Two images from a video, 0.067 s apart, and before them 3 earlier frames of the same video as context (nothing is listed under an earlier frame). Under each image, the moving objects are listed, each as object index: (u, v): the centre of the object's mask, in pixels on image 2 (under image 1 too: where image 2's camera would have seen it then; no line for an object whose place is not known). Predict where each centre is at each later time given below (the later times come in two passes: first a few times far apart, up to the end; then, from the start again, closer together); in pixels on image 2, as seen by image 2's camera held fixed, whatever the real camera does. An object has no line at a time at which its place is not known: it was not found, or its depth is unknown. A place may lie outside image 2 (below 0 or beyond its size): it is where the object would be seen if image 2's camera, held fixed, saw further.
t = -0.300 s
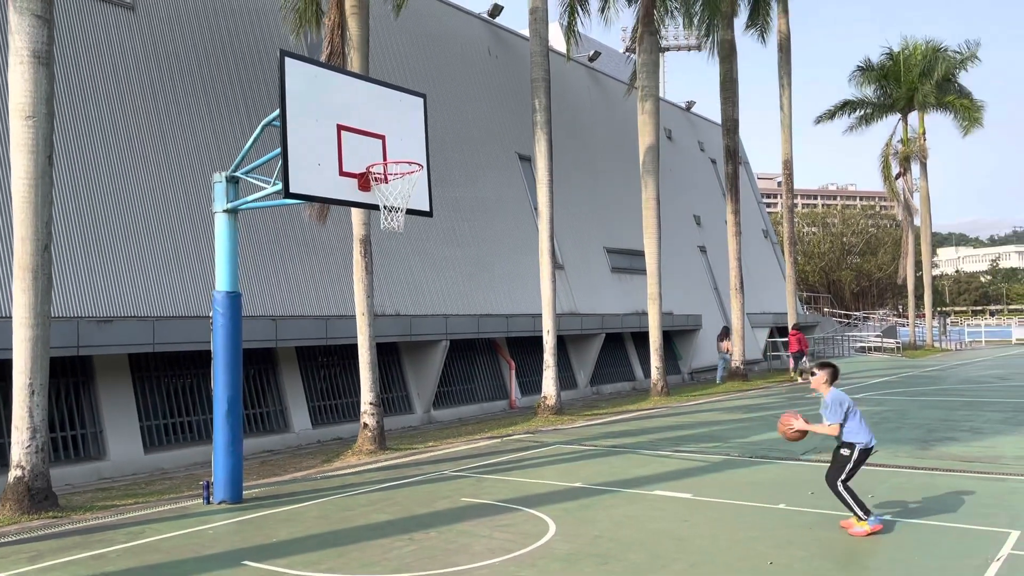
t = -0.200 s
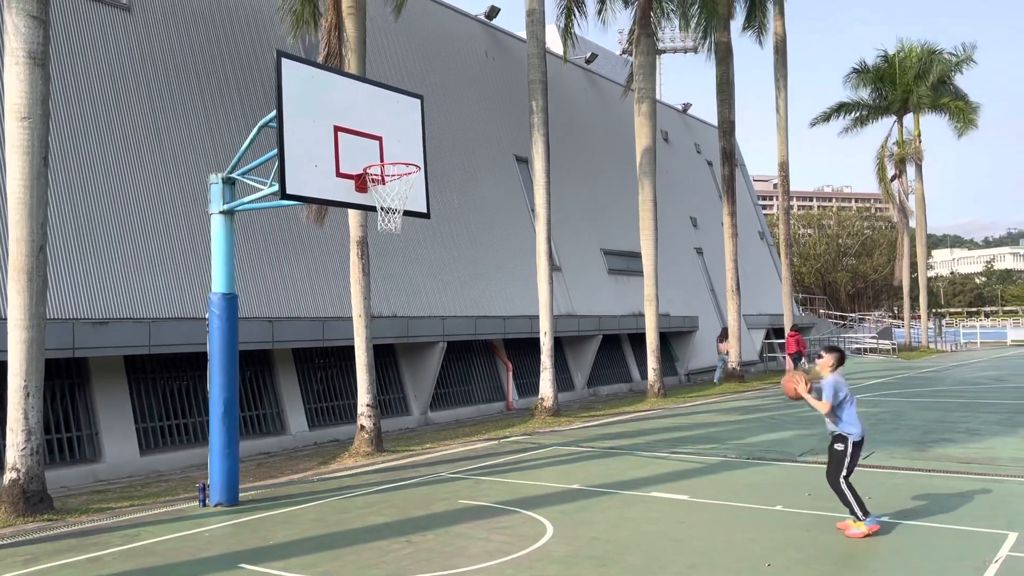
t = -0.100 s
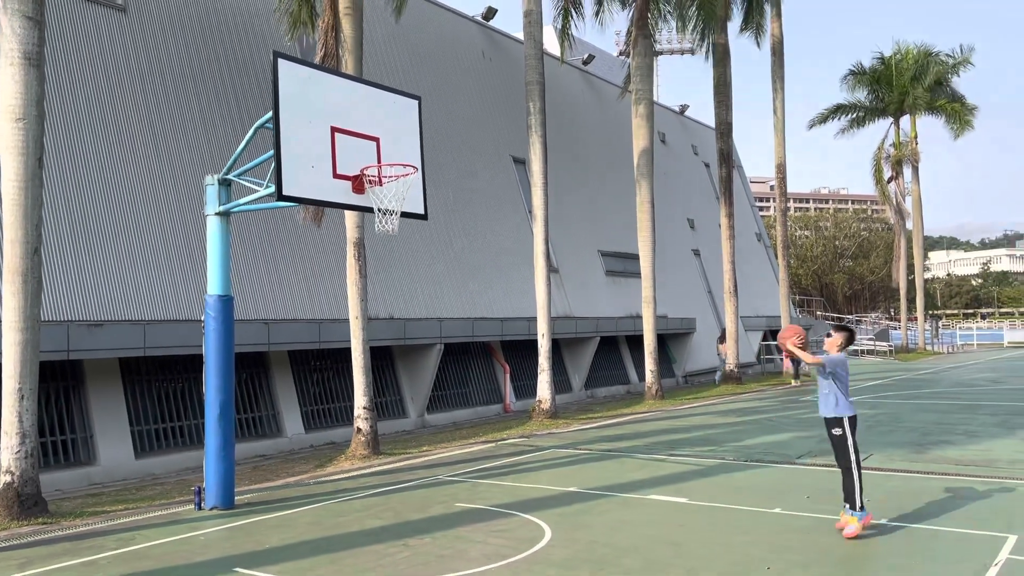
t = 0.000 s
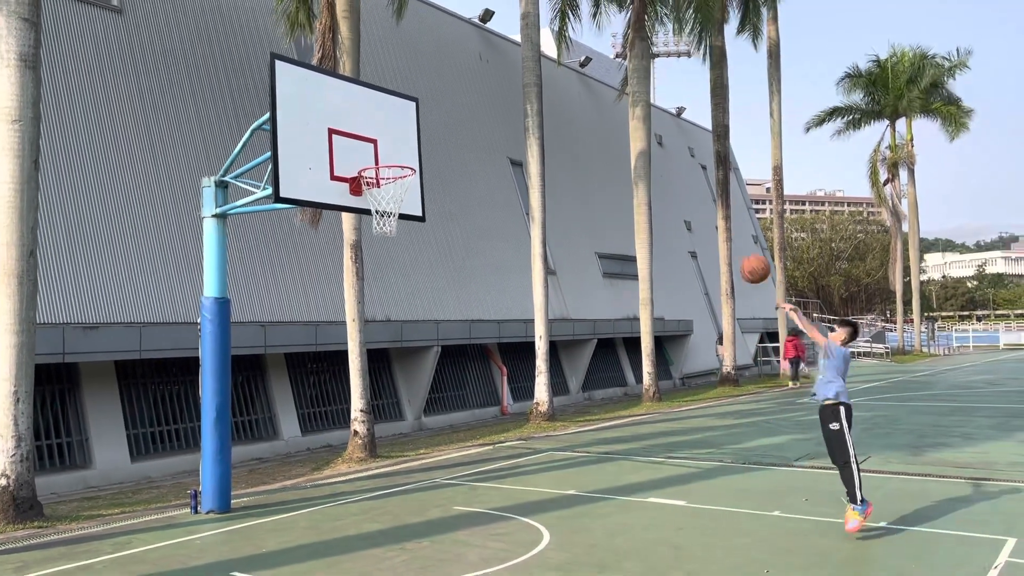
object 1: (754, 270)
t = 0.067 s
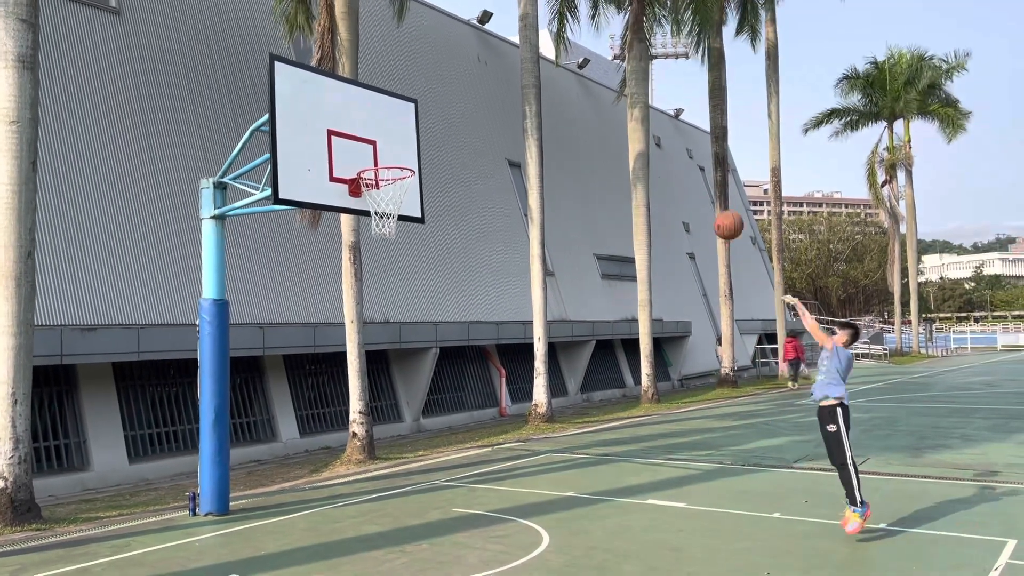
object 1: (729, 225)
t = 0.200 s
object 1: (680, 152)
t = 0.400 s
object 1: (607, 83)
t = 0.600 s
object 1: (535, 60)
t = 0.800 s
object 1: (463, 84)
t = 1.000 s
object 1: (393, 153)
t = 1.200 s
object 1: (354, 150)
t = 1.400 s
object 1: (348, 163)
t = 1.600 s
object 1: (341, 193)
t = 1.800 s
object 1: (334, 276)
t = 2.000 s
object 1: (325, 418)
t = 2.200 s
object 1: (313, 530)
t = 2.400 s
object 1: (304, 406)
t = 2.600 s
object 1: (290, 334)
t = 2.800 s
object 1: (276, 318)
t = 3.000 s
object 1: (258, 365)
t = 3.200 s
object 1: (239, 484)
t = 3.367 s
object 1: (225, 625)
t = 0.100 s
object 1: (716, 205)
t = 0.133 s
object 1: (703, 186)
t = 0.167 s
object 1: (692, 168)
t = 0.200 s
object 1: (680, 152)
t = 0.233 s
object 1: (667, 138)
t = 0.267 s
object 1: (655, 123)
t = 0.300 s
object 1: (642, 111)
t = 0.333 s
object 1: (630, 101)
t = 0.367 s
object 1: (619, 91)
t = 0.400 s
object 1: (607, 83)
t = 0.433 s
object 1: (595, 76)
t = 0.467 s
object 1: (583, 71)
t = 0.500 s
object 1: (571, 66)
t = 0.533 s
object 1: (559, 63)
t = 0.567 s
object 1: (547, 61)
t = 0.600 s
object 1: (535, 60)
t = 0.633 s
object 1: (523, 61)
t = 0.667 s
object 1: (511, 63)
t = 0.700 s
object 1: (501, 66)
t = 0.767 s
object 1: (476, 76)
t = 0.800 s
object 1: (463, 84)
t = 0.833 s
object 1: (451, 91)
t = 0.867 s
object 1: (439, 101)
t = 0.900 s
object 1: (427, 113)
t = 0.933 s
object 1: (416, 125)
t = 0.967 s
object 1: (405, 138)
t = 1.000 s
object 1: (393, 153)
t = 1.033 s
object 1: (386, 152)
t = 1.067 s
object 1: (379, 149)
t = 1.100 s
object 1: (373, 147)
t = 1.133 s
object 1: (366, 147)
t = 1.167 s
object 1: (360, 148)
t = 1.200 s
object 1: (354, 150)
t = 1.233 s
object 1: (347, 154)
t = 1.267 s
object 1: (341, 159)
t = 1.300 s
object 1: (344, 159)
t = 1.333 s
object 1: (347, 160)
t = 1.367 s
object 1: (349, 162)
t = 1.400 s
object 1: (348, 163)
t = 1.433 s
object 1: (347, 164)
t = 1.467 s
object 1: (345, 167)
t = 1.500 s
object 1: (345, 171)
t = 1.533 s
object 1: (343, 177)
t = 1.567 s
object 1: (342, 184)
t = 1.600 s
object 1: (341, 193)
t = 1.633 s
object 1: (339, 203)
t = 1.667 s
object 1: (338, 215)
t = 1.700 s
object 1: (338, 227)
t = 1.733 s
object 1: (336, 242)
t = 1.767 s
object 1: (335, 258)
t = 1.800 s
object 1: (334, 276)
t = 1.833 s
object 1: (333, 295)
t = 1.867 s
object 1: (332, 316)
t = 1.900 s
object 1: (331, 339)
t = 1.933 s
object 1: (328, 364)
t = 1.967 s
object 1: (327, 390)
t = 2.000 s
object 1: (325, 418)
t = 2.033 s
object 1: (324, 448)
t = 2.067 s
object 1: (322, 480)
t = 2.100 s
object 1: (318, 513)
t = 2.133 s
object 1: (316, 549)
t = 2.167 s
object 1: (314, 555)
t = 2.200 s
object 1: (313, 530)
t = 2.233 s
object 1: (312, 506)
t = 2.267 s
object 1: (311, 483)
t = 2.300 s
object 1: (309, 462)
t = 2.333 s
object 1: (307, 442)
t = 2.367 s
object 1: (306, 423)
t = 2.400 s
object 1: (304, 406)
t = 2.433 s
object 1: (302, 390)
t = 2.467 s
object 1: (299, 376)
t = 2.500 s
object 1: (297, 364)
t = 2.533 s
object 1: (295, 353)
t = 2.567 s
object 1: (293, 343)
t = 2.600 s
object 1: (290, 334)
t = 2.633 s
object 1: (288, 327)
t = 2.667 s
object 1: (286, 322)
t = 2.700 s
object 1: (283, 319)
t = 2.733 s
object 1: (281, 317)
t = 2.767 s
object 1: (278, 317)
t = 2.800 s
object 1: (276, 318)
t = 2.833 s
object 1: (273, 321)
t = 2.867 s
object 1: (270, 326)
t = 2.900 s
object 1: (267, 333)
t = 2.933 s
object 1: (264, 342)
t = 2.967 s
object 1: (260, 352)
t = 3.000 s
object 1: (258, 365)
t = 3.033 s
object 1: (255, 379)
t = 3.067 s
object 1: (252, 396)
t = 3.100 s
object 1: (249, 414)
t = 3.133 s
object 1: (246, 435)
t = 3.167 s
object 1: (242, 458)
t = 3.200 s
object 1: (239, 484)
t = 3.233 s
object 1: (237, 512)
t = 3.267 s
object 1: (233, 542)
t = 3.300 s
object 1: (230, 575)
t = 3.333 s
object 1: (227, 611)
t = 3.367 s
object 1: (225, 625)
